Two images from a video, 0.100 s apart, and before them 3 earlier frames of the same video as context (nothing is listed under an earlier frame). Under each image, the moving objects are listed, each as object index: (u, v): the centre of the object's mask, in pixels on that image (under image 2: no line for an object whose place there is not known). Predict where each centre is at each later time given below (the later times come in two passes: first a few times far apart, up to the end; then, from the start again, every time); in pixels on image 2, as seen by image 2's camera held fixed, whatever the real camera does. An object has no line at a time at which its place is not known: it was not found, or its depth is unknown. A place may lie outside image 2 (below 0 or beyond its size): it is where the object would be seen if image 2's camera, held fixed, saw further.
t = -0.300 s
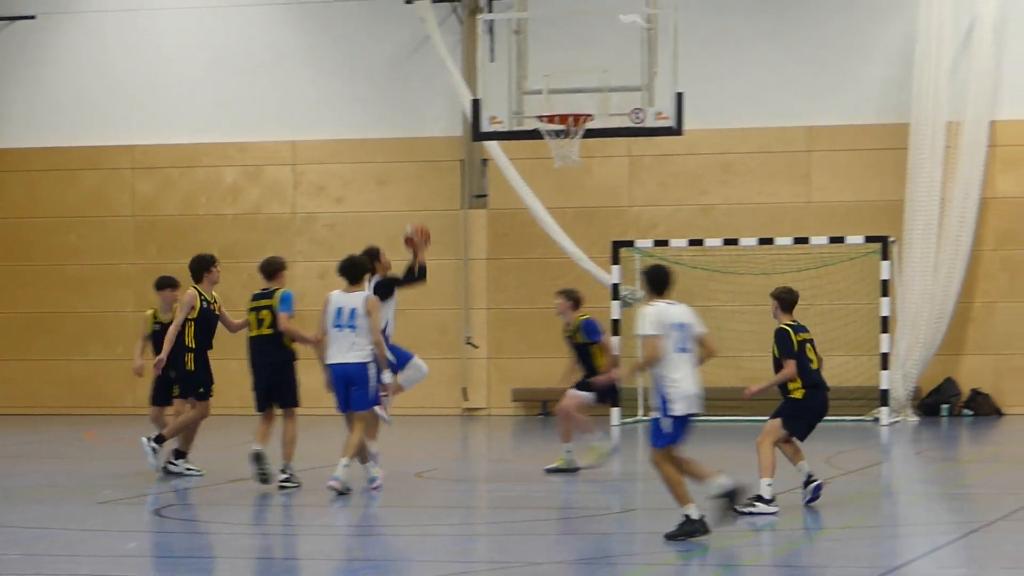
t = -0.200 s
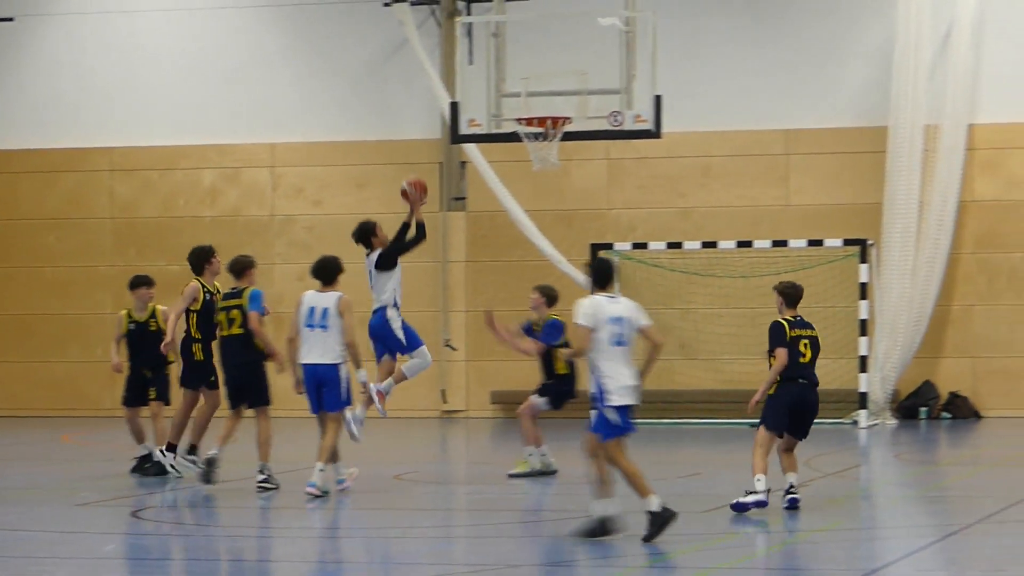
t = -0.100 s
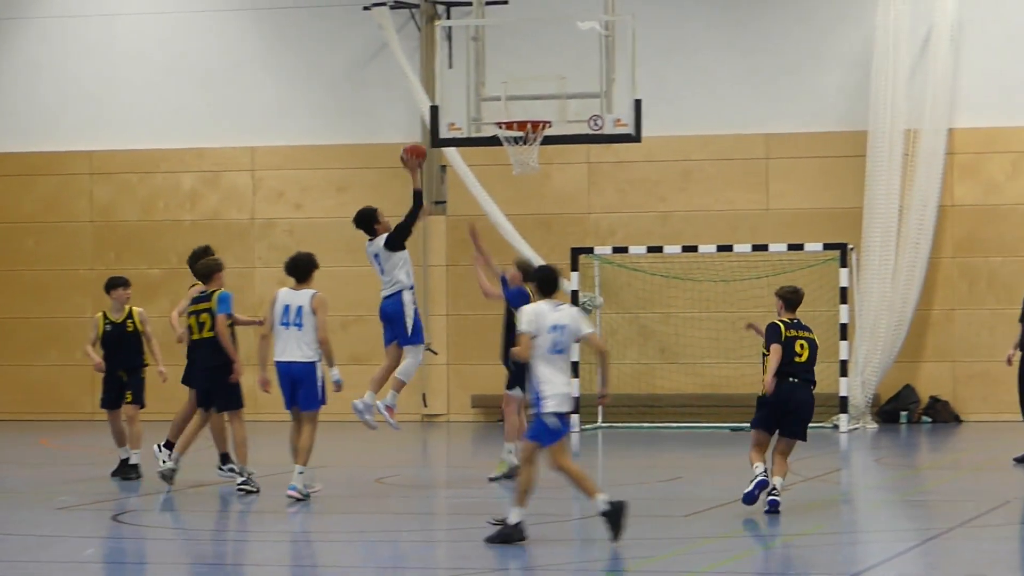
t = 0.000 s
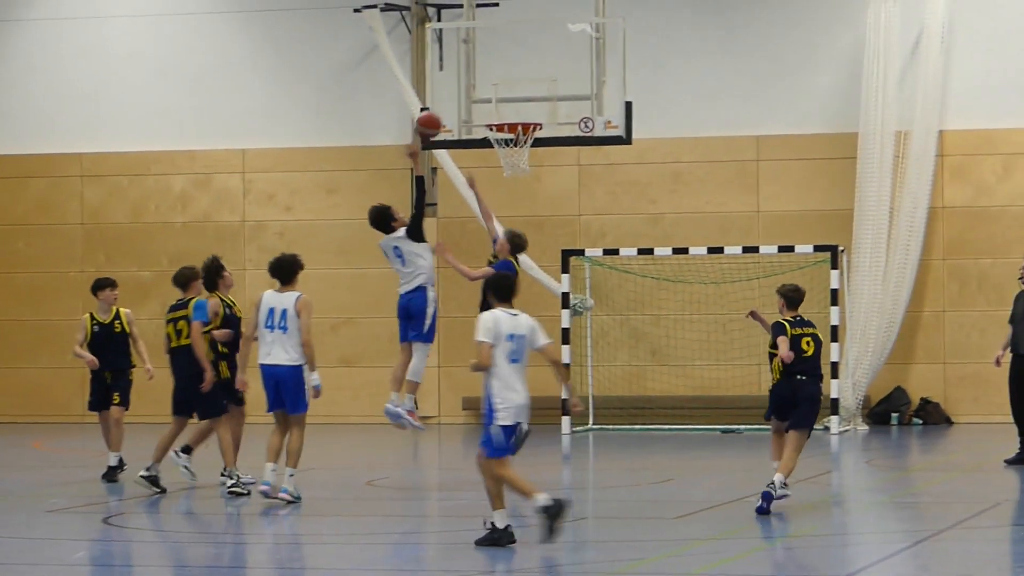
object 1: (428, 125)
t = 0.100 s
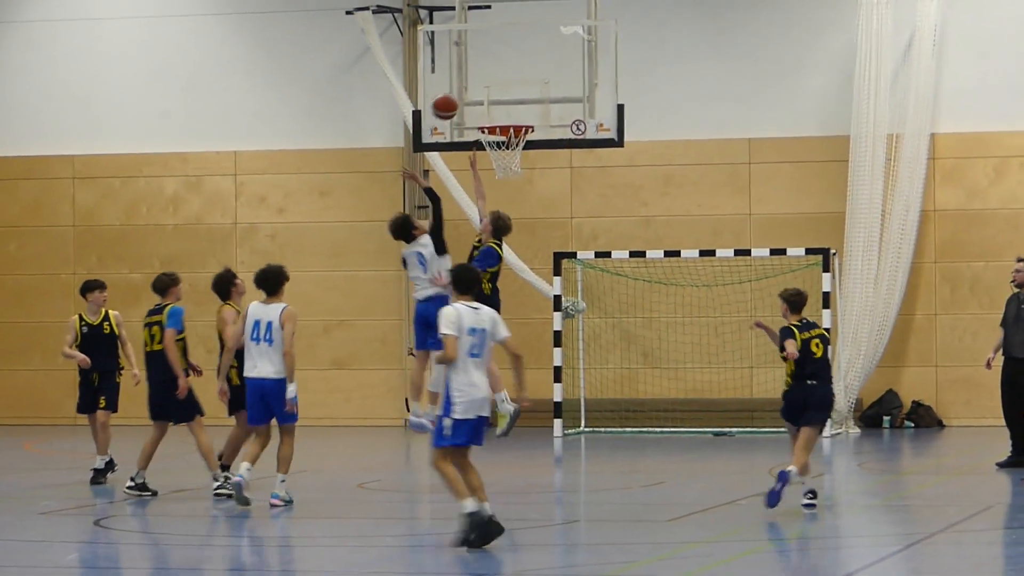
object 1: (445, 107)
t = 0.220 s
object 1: (474, 96)
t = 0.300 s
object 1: (491, 97)
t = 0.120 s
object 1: (450, 104)
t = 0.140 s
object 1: (455, 102)
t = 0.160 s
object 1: (460, 100)
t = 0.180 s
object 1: (465, 98)
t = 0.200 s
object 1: (470, 97)
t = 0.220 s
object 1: (474, 96)
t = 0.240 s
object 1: (479, 95)
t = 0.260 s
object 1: (484, 96)
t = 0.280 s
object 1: (489, 96)
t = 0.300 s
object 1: (491, 97)
